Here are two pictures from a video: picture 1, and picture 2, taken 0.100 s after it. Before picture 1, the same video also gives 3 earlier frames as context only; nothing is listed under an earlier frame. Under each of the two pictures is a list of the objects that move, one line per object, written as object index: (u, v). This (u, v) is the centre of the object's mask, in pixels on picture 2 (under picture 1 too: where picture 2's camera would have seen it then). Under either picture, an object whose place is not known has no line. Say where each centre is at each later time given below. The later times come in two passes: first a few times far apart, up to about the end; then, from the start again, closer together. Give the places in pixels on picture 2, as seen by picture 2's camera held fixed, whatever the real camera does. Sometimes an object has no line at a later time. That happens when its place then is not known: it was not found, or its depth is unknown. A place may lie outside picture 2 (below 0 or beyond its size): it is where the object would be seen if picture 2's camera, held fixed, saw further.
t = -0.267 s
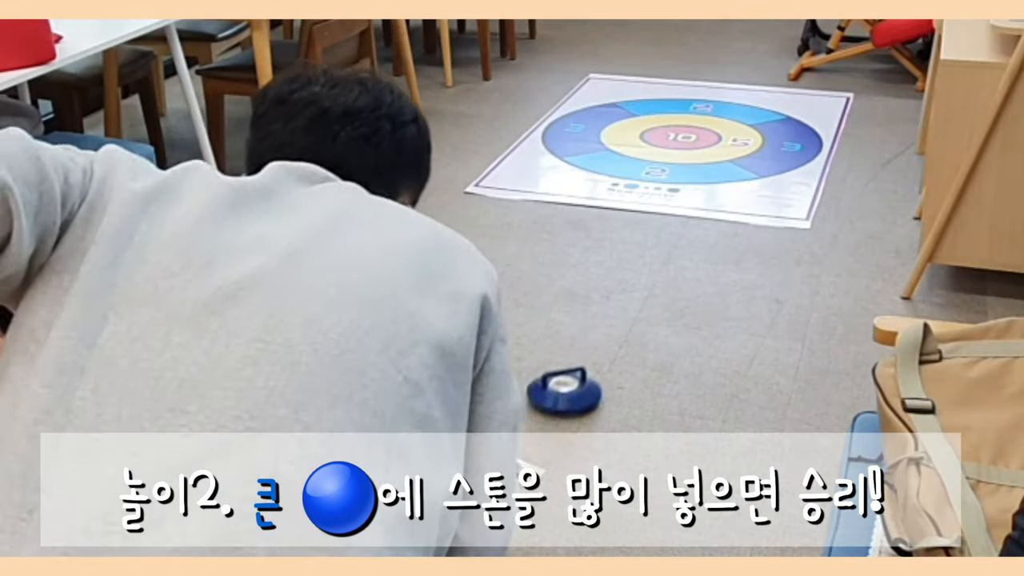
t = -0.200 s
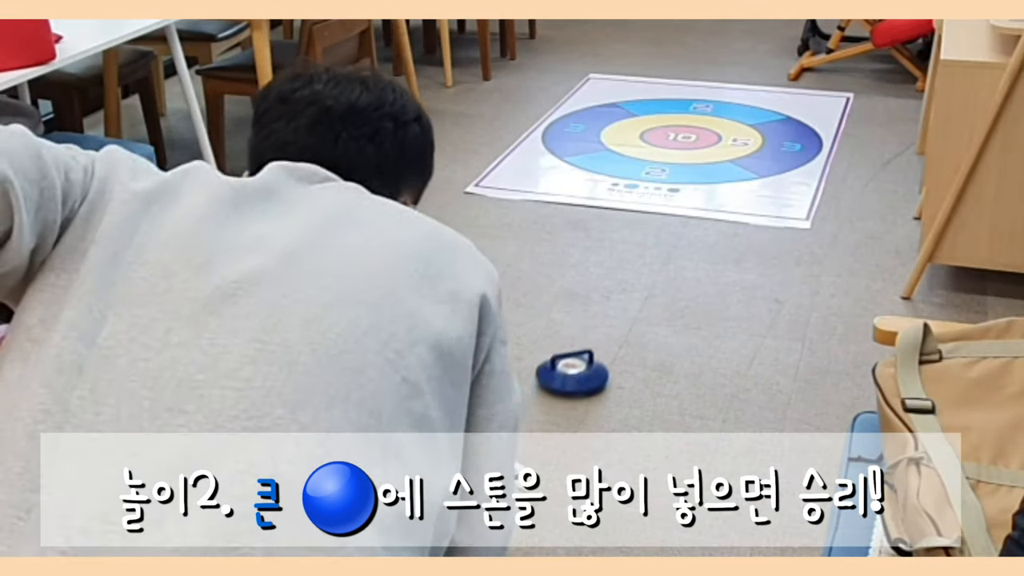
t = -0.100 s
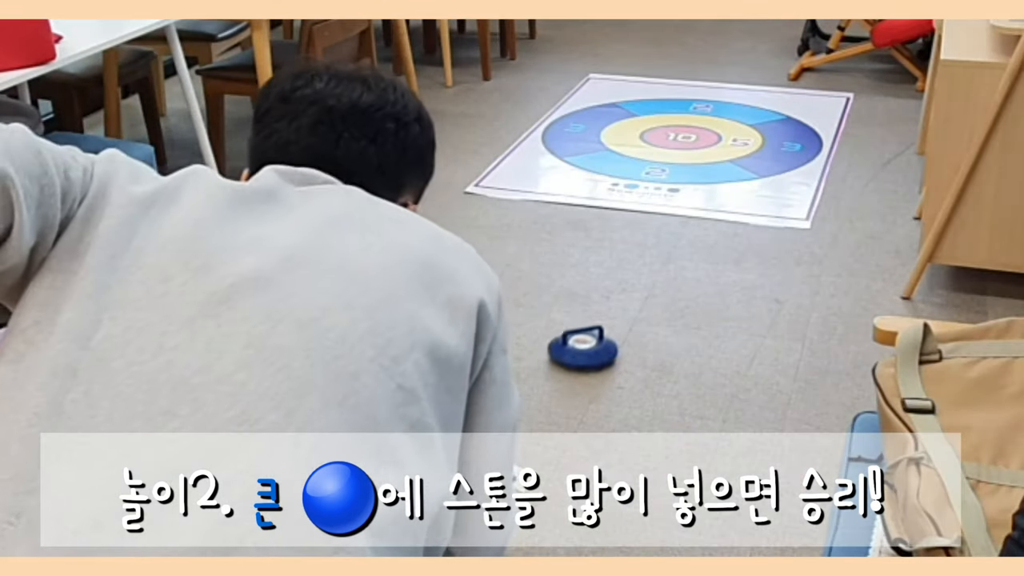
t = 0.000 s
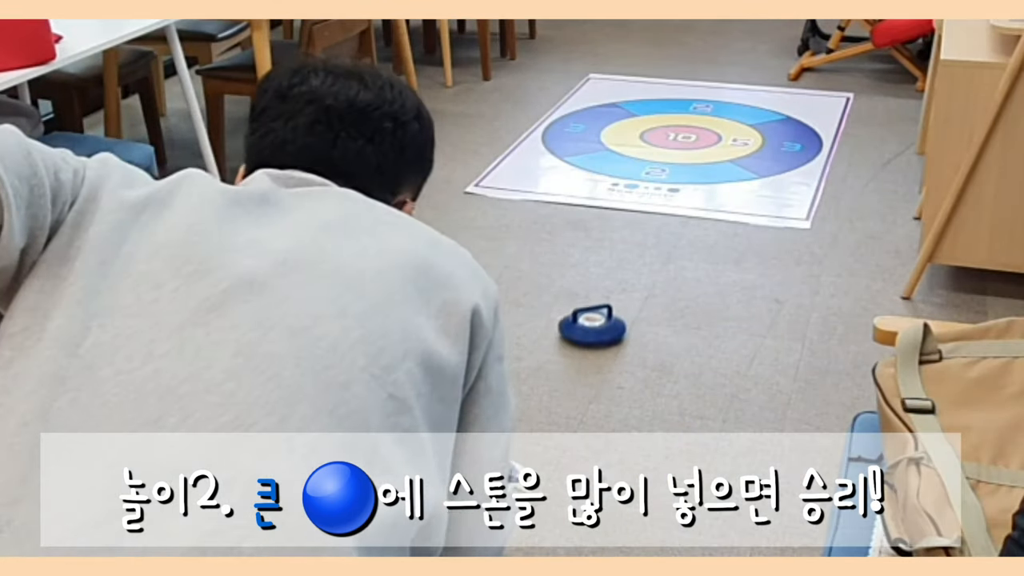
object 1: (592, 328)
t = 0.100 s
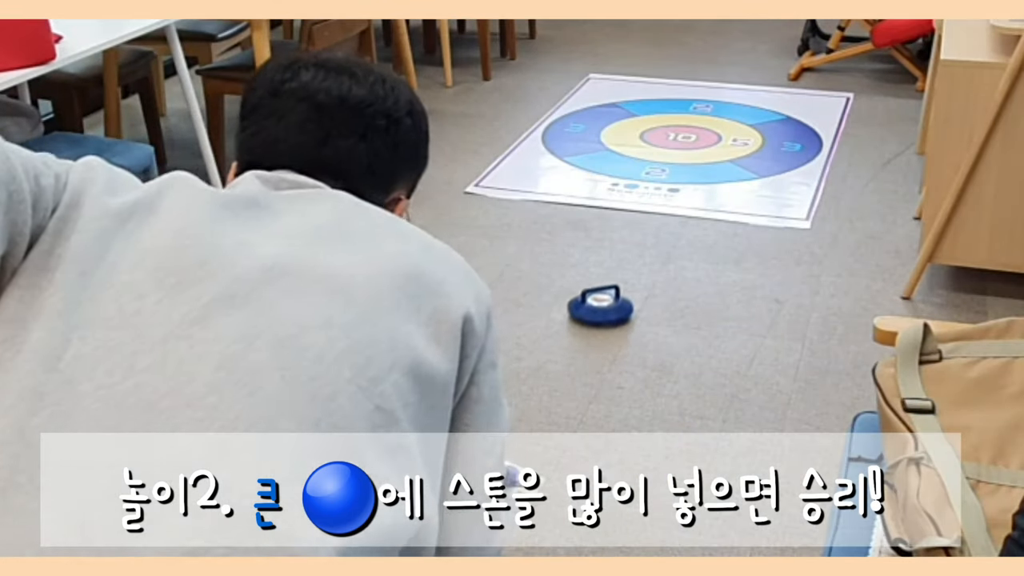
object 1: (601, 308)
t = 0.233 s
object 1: (610, 284)
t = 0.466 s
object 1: (624, 250)
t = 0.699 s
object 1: (635, 222)
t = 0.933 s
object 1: (644, 199)
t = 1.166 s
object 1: (650, 181)
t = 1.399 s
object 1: (655, 167)
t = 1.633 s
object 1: (661, 155)
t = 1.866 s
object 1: (667, 146)
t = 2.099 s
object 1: (672, 139)
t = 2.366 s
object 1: (675, 134)
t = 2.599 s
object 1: (678, 129)
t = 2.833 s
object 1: (679, 128)
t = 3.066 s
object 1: (680, 128)
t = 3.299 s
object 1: (681, 128)
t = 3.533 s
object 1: (681, 128)
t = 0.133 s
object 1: (603, 301)
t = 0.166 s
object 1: (605, 295)
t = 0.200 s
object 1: (608, 289)
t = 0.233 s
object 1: (610, 284)
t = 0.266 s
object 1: (612, 278)
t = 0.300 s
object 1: (614, 273)
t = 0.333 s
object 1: (616, 268)
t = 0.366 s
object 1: (618, 263)
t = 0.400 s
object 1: (620, 259)
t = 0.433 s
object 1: (622, 254)
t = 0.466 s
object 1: (624, 250)
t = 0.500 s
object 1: (626, 245)
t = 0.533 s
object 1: (627, 241)
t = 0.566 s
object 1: (629, 237)
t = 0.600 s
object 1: (631, 233)
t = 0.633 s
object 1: (632, 229)
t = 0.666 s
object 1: (634, 226)
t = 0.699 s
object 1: (635, 222)
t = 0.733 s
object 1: (636, 218)
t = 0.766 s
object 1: (638, 215)
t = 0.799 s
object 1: (639, 211)
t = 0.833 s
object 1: (640, 208)
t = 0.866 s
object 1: (641, 205)
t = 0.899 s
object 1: (642, 201)
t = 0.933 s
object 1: (644, 199)
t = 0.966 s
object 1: (645, 195)
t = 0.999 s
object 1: (646, 193)
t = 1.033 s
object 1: (647, 190)
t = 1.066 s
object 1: (648, 188)
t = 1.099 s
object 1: (649, 185)
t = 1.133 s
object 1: (649, 183)
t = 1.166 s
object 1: (650, 181)
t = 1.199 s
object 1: (651, 179)
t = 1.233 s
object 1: (652, 177)
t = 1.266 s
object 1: (652, 175)
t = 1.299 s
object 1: (654, 172)
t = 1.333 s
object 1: (654, 171)
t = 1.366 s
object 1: (655, 169)
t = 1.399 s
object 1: (655, 167)
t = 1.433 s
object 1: (656, 165)
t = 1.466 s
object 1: (657, 163)
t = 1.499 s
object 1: (658, 162)
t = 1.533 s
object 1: (659, 160)
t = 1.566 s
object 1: (659, 158)
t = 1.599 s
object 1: (660, 157)
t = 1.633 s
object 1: (661, 155)
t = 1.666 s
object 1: (662, 154)
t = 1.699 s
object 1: (662, 153)
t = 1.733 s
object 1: (663, 152)
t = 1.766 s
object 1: (664, 150)
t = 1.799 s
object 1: (665, 148)
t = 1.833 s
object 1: (666, 147)
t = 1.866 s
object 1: (667, 146)
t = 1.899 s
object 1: (668, 144)
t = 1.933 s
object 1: (668, 144)
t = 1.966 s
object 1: (669, 142)
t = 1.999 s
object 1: (670, 141)
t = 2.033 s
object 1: (670, 140)
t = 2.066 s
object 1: (671, 139)
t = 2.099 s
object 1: (672, 139)
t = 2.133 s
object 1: (672, 138)
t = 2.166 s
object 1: (673, 137)
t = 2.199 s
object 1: (673, 137)
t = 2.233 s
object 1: (673, 136)
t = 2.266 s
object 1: (674, 136)
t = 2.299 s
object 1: (674, 135)
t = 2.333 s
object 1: (675, 135)
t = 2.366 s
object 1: (675, 134)
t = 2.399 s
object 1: (676, 131)
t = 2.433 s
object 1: (676, 131)
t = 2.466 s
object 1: (677, 130)
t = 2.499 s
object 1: (677, 130)
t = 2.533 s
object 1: (678, 129)
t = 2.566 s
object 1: (678, 129)
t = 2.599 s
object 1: (678, 129)
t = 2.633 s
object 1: (678, 128)
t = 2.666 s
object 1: (679, 128)
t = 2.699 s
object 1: (679, 128)
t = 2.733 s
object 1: (679, 128)
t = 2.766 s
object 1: (679, 128)
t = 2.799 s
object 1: (679, 128)
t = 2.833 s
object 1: (679, 128)
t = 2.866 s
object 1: (680, 128)
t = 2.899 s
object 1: (679, 128)
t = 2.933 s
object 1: (680, 128)
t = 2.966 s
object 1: (679, 128)
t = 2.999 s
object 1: (680, 128)
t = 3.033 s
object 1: (680, 128)
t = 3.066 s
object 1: (680, 128)
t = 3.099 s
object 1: (680, 128)
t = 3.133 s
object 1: (680, 128)
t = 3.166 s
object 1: (681, 128)
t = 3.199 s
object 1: (681, 128)
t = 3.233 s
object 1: (681, 128)
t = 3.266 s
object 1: (681, 128)
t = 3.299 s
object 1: (681, 128)
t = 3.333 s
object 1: (681, 128)
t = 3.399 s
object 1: (681, 128)
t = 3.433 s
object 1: (681, 128)
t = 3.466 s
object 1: (681, 128)
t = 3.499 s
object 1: (681, 128)
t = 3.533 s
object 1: (681, 128)
